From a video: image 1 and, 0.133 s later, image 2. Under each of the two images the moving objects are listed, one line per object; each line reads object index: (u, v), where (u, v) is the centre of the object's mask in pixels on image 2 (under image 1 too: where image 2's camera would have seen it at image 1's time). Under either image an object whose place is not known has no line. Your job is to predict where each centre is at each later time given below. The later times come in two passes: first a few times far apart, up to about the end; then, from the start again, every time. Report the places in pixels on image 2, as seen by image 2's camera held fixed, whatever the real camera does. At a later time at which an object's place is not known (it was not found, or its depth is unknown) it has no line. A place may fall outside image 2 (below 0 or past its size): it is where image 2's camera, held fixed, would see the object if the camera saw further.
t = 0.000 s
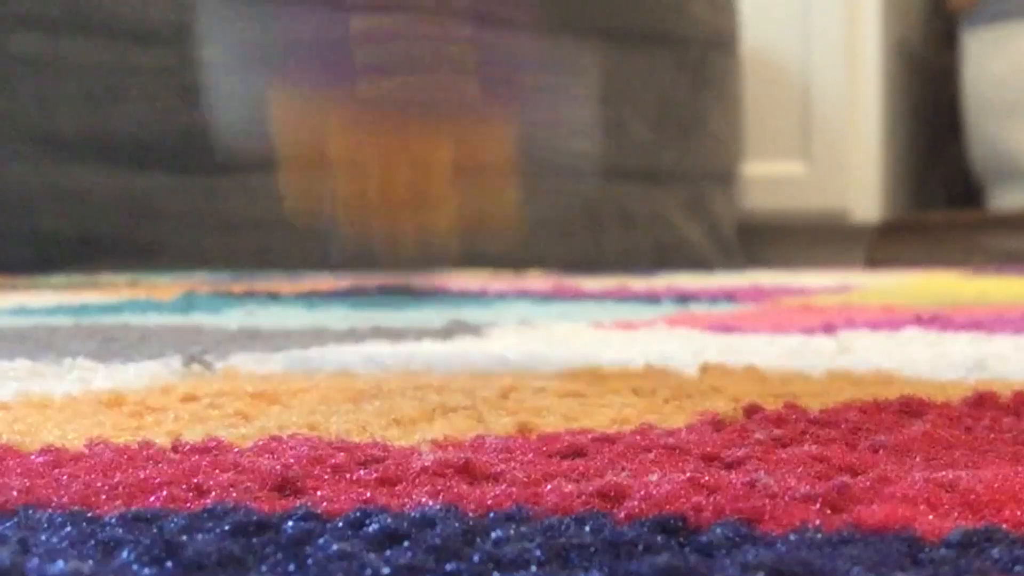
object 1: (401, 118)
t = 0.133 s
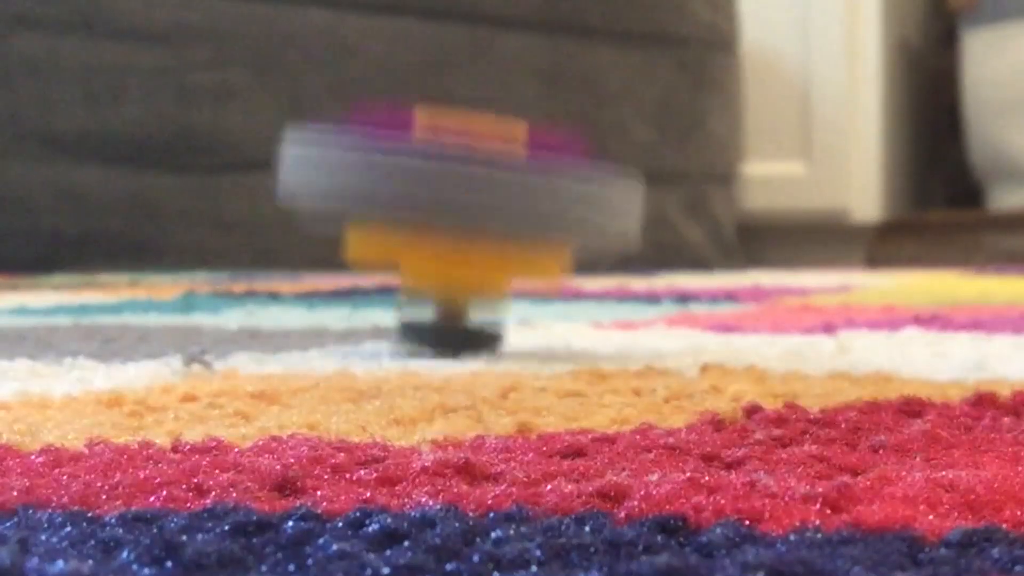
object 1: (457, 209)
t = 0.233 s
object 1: (468, 215)
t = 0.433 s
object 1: (485, 217)
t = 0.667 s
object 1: (498, 218)
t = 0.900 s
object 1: (497, 218)
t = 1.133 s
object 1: (496, 218)
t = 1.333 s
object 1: (496, 218)
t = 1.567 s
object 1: (495, 218)
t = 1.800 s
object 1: (495, 218)
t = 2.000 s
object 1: (495, 219)
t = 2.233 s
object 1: (494, 219)
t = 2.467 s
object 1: (494, 219)
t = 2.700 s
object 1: (494, 218)
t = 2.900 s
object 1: (493, 218)
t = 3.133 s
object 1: (493, 218)
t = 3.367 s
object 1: (494, 218)
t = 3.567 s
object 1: (494, 218)
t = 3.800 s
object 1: (494, 218)
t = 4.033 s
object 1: (494, 218)
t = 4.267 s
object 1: (494, 218)
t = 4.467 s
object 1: (494, 218)
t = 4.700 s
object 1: (495, 218)
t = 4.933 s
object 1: (495, 218)
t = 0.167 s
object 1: (462, 201)
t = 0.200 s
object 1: (466, 212)
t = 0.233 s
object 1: (468, 215)
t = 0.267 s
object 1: (467, 215)
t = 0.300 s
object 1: (467, 215)
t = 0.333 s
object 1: (468, 215)
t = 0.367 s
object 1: (471, 215)
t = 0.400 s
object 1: (478, 216)
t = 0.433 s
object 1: (485, 217)
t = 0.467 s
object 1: (494, 217)
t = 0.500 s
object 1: (500, 217)
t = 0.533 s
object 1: (500, 217)
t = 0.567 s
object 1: (497, 217)
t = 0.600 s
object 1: (495, 218)
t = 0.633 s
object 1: (496, 218)
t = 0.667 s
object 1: (498, 218)
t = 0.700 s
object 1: (498, 218)
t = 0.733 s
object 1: (497, 218)
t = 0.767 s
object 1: (497, 218)
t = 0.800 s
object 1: (497, 218)
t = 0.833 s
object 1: (497, 218)
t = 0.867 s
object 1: (498, 218)
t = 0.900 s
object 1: (497, 218)
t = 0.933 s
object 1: (497, 218)
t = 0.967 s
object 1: (497, 218)
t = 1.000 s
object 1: (497, 218)
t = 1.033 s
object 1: (496, 218)
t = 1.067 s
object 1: (497, 218)
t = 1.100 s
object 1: (497, 218)
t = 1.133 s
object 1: (496, 218)
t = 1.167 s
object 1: (496, 218)
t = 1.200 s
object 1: (496, 218)
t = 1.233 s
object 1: (496, 218)
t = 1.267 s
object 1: (496, 218)
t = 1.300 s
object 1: (496, 218)
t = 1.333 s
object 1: (496, 218)
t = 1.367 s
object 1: (496, 218)
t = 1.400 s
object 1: (496, 218)
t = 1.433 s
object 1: (496, 218)
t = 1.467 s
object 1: (495, 218)
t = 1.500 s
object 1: (495, 218)
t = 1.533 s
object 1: (495, 218)
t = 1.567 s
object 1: (495, 218)
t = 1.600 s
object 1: (496, 218)
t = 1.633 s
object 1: (495, 218)
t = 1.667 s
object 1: (495, 218)
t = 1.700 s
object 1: (495, 219)
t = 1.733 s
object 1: (495, 219)
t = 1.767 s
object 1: (495, 219)
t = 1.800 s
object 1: (495, 218)
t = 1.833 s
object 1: (495, 219)
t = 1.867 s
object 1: (495, 219)
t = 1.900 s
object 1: (495, 219)
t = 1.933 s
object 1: (494, 219)
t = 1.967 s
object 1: (494, 219)
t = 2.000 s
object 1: (495, 219)
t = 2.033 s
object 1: (494, 218)
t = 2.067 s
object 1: (494, 219)
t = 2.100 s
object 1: (494, 218)
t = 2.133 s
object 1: (494, 218)
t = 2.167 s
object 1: (494, 218)
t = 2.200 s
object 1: (494, 219)
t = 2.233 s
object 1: (494, 219)
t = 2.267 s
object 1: (494, 219)
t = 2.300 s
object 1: (494, 219)
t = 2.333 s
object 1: (494, 219)
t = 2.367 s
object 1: (494, 219)
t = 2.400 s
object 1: (494, 219)
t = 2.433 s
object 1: (494, 218)
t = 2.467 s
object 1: (494, 219)
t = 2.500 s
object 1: (494, 218)
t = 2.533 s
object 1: (494, 219)
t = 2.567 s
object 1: (494, 218)
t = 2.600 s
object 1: (494, 218)
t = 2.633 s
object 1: (494, 219)
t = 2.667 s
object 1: (494, 219)
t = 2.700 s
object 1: (494, 218)
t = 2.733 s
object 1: (494, 218)
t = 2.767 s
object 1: (494, 218)
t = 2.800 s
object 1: (493, 218)
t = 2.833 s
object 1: (494, 218)
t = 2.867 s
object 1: (494, 218)
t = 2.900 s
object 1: (493, 218)
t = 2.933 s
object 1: (494, 218)
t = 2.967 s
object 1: (494, 218)
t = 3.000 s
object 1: (494, 218)
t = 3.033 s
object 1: (494, 218)
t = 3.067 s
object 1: (494, 218)
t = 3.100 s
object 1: (493, 218)
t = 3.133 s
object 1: (493, 218)
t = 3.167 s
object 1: (494, 218)
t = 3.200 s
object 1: (494, 218)
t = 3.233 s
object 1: (494, 218)
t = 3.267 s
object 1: (494, 218)
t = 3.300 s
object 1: (494, 218)
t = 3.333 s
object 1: (494, 218)
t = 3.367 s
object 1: (494, 218)
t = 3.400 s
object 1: (494, 218)
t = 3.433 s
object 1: (493, 218)
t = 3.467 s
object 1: (494, 218)
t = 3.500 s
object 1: (493, 218)
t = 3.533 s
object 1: (494, 218)
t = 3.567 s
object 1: (494, 218)
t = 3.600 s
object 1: (494, 218)
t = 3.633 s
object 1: (494, 218)
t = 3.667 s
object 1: (494, 218)
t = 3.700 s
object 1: (494, 218)
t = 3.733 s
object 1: (494, 218)
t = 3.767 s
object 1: (494, 218)
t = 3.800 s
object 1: (494, 218)
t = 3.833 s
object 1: (494, 218)
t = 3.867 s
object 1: (494, 218)
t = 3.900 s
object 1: (494, 218)
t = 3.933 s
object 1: (494, 218)
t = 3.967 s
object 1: (493, 218)
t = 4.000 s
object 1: (494, 218)
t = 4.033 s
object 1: (494, 218)
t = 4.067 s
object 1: (494, 218)
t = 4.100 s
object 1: (494, 218)
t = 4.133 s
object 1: (494, 218)
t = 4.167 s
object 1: (494, 218)
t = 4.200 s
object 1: (494, 218)
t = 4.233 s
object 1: (494, 218)
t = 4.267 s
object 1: (494, 218)
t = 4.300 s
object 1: (494, 218)
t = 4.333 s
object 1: (494, 218)
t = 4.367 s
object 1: (494, 218)
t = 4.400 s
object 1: (494, 218)
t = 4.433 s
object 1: (494, 218)
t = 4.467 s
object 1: (494, 218)
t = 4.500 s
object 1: (494, 218)
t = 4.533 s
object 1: (494, 218)
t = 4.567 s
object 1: (495, 218)
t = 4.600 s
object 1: (495, 218)
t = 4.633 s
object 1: (495, 218)
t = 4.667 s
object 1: (495, 218)
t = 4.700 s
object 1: (495, 218)
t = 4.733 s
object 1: (495, 218)
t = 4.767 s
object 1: (495, 218)
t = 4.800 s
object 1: (495, 218)
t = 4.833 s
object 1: (494, 218)
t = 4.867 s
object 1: (495, 218)
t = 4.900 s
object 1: (495, 218)
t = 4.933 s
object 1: (495, 218)
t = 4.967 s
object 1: (495, 218)
